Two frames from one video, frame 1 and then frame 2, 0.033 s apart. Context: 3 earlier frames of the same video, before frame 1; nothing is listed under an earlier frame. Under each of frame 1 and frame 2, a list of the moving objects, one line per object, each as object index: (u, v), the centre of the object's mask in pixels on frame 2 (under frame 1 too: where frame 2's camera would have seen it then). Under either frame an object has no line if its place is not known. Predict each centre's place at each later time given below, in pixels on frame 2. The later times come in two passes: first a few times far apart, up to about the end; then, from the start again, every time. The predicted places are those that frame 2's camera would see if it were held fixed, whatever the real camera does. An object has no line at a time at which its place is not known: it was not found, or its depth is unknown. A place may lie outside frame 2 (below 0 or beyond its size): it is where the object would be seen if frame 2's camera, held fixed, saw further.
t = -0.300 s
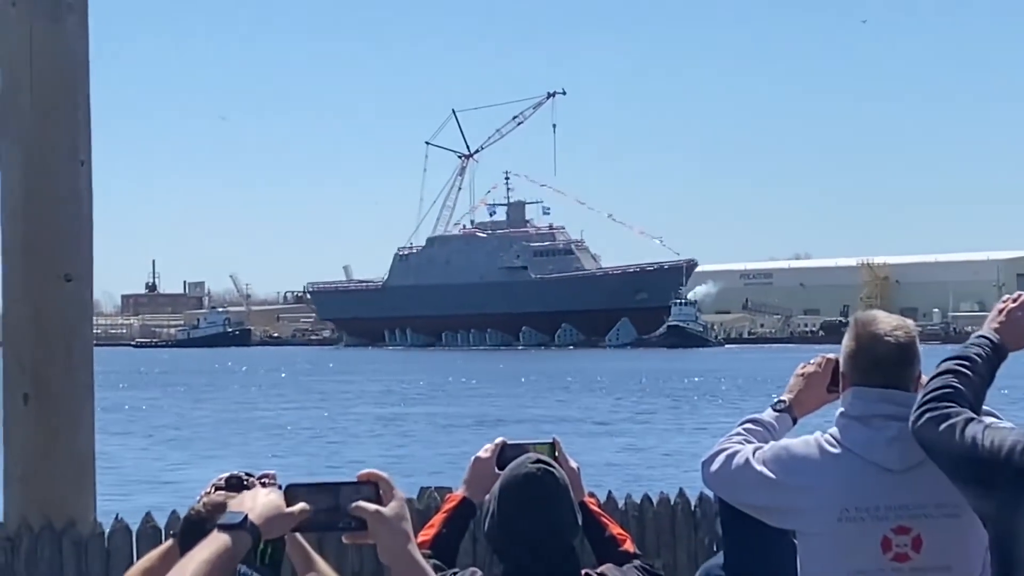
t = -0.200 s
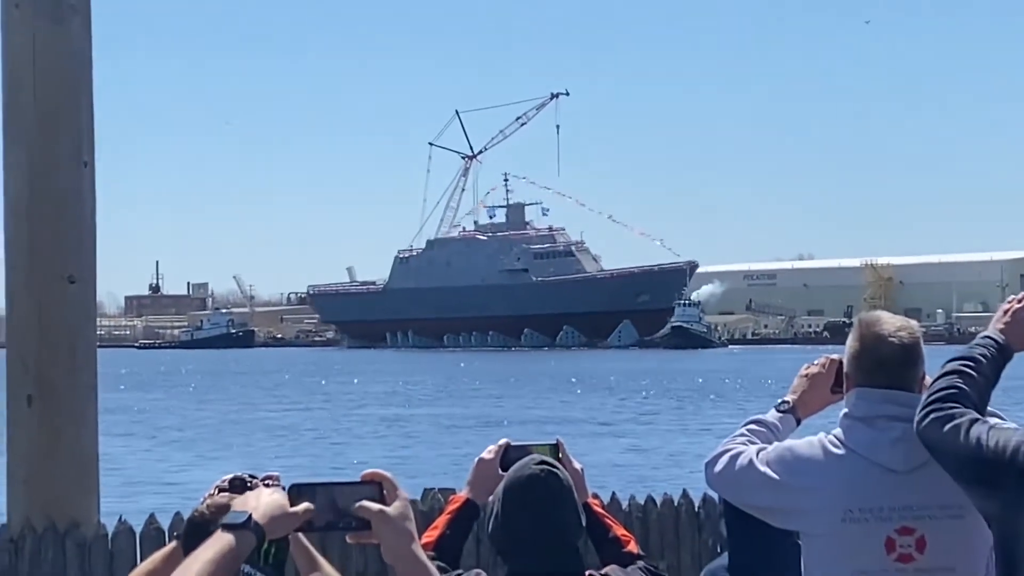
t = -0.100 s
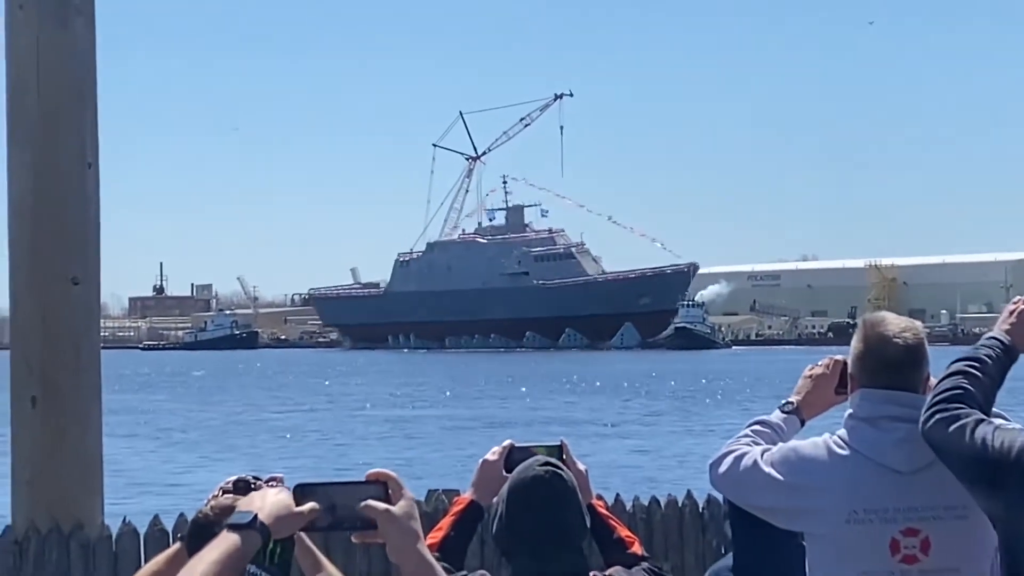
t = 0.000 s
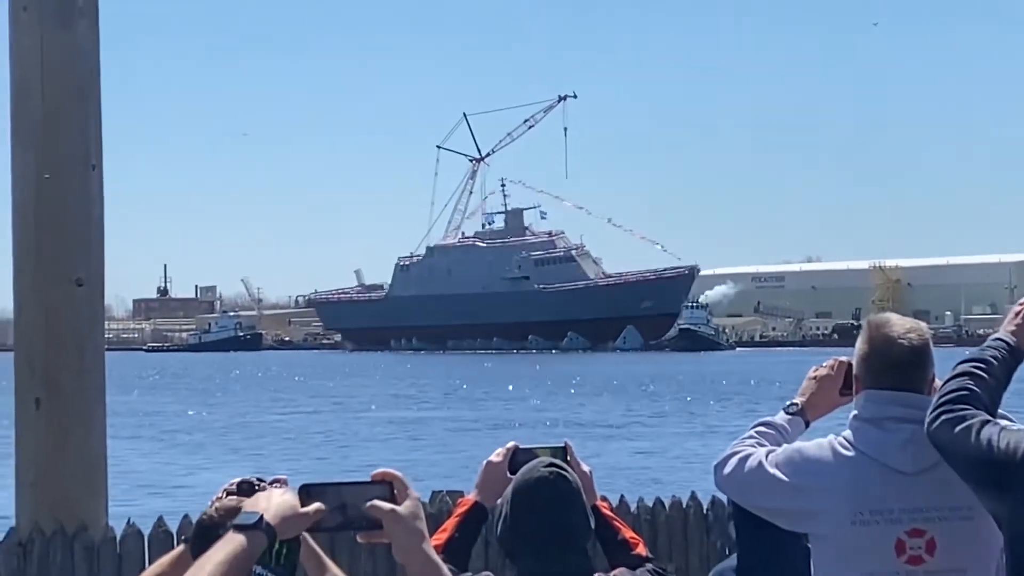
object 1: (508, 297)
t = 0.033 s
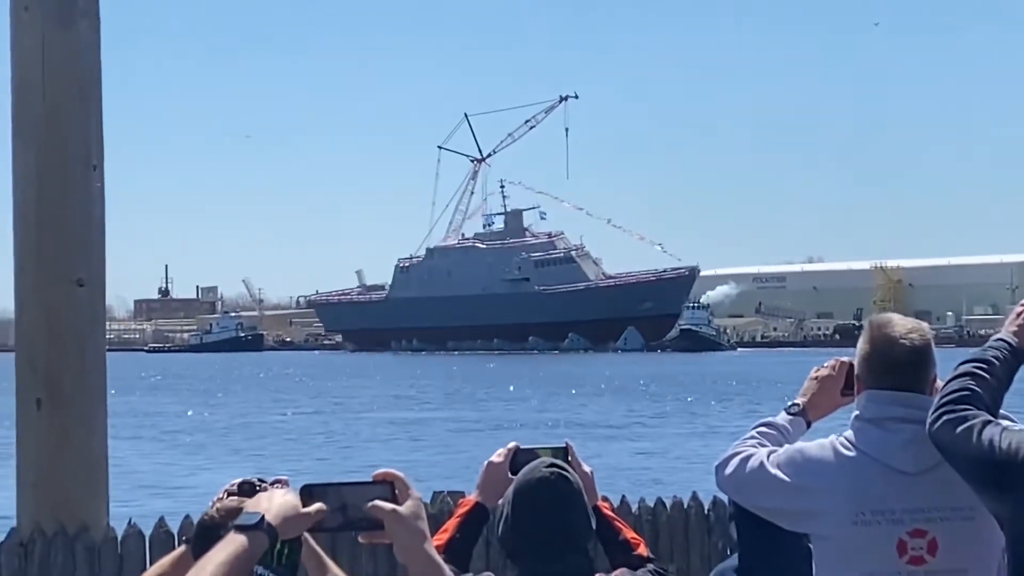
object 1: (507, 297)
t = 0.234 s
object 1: (503, 299)
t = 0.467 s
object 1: (498, 302)
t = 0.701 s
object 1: (500, 303)
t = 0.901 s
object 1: (505, 304)
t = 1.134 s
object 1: (526, 297)
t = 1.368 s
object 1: (533, 296)
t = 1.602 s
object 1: (541, 296)
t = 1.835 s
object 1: (546, 296)
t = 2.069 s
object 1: (546, 297)
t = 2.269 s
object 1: (542, 296)
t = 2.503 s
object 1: (540, 296)
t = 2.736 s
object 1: (537, 296)
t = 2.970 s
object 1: (533, 297)
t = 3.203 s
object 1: (532, 294)
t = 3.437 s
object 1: (525, 292)
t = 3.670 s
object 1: (520, 292)
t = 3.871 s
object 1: (518, 293)
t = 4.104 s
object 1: (516, 294)
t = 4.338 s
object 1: (516, 293)
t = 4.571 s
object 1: (508, 298)
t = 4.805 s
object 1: (509, 298)
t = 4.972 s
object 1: (505, 299)
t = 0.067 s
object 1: (507, 297)
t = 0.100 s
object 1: (506, 297)
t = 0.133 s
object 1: (506, 298)
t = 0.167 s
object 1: (505, 298)
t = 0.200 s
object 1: (504, 299)
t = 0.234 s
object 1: (503, 299)
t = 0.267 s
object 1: (503, 299)
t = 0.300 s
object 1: (503, 300)
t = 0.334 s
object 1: (501, 300)
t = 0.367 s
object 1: (500, 301)
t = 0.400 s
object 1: (500, 302)
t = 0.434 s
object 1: (500, 302)
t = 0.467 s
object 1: (498, 302)
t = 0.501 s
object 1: (498, 302)
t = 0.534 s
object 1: (498, 302)
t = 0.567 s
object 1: (498, 302)
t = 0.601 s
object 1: (498, 303)
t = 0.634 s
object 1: (498, 303)
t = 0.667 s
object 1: (499, 303)
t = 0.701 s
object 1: (500, 303)
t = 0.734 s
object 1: (500, 303)
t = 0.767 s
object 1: (501, 303)
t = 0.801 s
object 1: (503, 303)
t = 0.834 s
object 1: (503, 304)
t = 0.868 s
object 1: (504, 304)
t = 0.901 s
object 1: (505, 304)
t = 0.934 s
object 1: (510, 300)
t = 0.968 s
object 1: (512, 299)
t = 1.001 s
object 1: (514, 299)
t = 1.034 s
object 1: (517, 298)
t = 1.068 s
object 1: (521, 297)
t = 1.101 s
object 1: (523, 297)
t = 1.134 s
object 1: (526, 297)
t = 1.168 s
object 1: (528, 296)
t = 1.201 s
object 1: (529, 296)
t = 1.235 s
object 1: (529, 296)
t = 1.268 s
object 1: (530, 296)
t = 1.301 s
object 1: (530, 296)
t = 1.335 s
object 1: (532, 296)
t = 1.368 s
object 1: (533, 296)
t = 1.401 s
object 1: (535, 297)
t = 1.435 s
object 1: (536, 297)
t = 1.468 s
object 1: (537, 297)
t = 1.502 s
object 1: (536, 295)
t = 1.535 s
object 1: (541, 297)
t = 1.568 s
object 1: (540, 296)
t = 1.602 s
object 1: (541, 296)
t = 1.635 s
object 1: (544, 296)
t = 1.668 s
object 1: (544, 296)
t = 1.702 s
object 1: (543, 295)
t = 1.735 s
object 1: (543, 295)
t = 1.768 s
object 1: (543, 295)
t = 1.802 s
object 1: (545, 296)
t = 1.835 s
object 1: (546, 296)
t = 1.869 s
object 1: (546, 295)
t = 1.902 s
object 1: (545, 295)
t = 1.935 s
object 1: (546, 297)
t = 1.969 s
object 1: (545, 295)
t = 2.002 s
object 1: (546, 298)
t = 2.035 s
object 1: (546, 298)
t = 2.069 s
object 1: (546, 297)
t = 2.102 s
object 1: (545, 297)
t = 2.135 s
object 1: (545, 297)
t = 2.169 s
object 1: (545, 297)
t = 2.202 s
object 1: (545, 297)
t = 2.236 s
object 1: (544, 297)
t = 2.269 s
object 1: (542, 296)
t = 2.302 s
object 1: (542, 296)
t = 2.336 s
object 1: (542, 296)
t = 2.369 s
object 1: (542, 296)
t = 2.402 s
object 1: (541, 296)
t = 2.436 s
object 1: (541, 296)
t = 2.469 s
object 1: (541, 296)
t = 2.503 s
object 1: (540, 296)
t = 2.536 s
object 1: (540, 296)
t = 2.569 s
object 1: (540, 296)
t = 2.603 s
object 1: (539, 295)
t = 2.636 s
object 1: (538, 296)
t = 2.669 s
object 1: (538, 295)
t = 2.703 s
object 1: (537, 295)
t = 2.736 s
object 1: (537, 296)
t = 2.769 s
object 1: (537, 295)
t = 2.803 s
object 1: (536, 295)
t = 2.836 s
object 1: (535, 295)
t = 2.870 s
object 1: (534, 295)
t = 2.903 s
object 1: (533, 295)
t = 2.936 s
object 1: (532, 295)
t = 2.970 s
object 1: (533, 297)
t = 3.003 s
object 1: (532, 297)
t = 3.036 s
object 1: (531, 297)
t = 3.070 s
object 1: (531, 297)
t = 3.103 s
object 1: (531, 297)
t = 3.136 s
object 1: (531, 297)
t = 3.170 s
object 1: (532, 294)
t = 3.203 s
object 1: (532, 294)
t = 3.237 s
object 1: (531, 294)
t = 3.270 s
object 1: (530, 293)
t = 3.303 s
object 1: (528, 293)
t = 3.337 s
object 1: (527, 292)
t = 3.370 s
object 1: (526, 292)
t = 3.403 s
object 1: (524, 292)
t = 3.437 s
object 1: (525, 292)
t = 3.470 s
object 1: (524, 292)
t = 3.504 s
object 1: (523, 292)
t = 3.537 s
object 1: (523, 292)
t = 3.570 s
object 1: (524, 292)
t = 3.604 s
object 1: (521, 292)
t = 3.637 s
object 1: (521, 292)
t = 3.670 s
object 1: (520, 292)
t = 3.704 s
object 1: (519, 293)
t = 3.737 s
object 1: (519, 293)
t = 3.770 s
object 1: (518, 293)
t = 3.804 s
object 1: (518, 293)
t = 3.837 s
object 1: (518, 293)
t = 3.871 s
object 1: (518, 293)
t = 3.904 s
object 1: (518, 294)
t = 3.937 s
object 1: (518, 293)
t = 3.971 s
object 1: (517, 293)
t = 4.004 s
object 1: (517, 294)
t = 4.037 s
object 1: (517, 294)
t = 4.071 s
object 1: (517, 294)
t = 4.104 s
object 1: (516, 294)
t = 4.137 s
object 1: (516, 294)
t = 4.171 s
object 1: (516, 294)
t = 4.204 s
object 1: (516, 294)
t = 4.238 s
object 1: (515, 295)
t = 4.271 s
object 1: (515, 294)
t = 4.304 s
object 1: (517, 294)
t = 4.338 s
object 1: (516, 293)
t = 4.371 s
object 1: (514, 294)
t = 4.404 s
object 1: (512, 292)
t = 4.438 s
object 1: (512, 296)
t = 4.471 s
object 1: (510, 297)
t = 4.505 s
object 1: (511, 296)
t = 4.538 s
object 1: (509, 297)
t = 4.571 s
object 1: (508, 298)
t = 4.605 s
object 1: (507, 298)
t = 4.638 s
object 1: (508, 298)
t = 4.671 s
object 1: (507, 298)
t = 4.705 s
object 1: (507, 298)
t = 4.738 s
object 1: (507, 298)
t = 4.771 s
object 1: (506, 299)
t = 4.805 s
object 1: (509, 298)
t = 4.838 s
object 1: (508, 298)
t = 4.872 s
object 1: (507, 299)
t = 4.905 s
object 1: (507, 298)
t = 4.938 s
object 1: (506, 299)
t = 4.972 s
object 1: (505, 299)
